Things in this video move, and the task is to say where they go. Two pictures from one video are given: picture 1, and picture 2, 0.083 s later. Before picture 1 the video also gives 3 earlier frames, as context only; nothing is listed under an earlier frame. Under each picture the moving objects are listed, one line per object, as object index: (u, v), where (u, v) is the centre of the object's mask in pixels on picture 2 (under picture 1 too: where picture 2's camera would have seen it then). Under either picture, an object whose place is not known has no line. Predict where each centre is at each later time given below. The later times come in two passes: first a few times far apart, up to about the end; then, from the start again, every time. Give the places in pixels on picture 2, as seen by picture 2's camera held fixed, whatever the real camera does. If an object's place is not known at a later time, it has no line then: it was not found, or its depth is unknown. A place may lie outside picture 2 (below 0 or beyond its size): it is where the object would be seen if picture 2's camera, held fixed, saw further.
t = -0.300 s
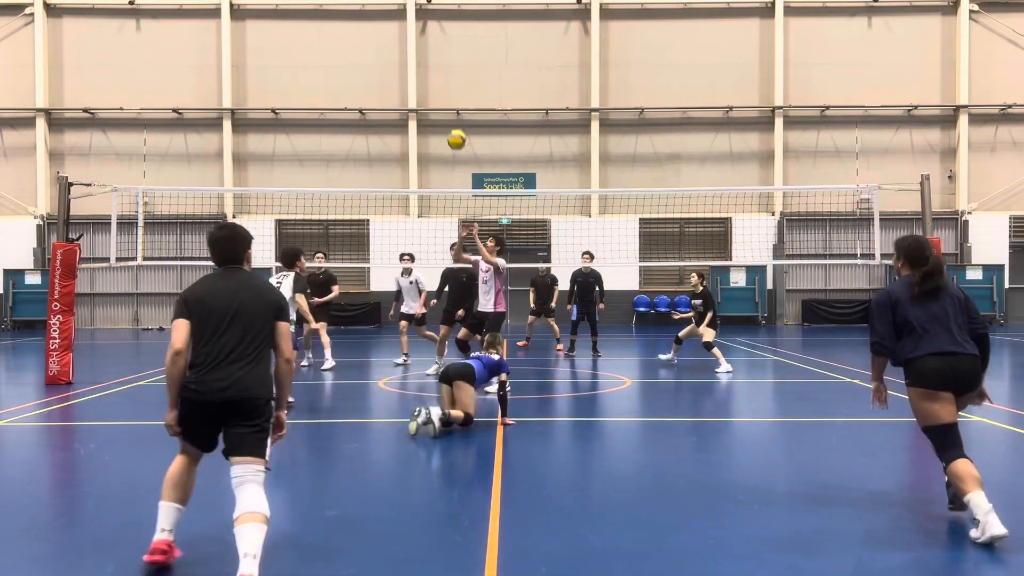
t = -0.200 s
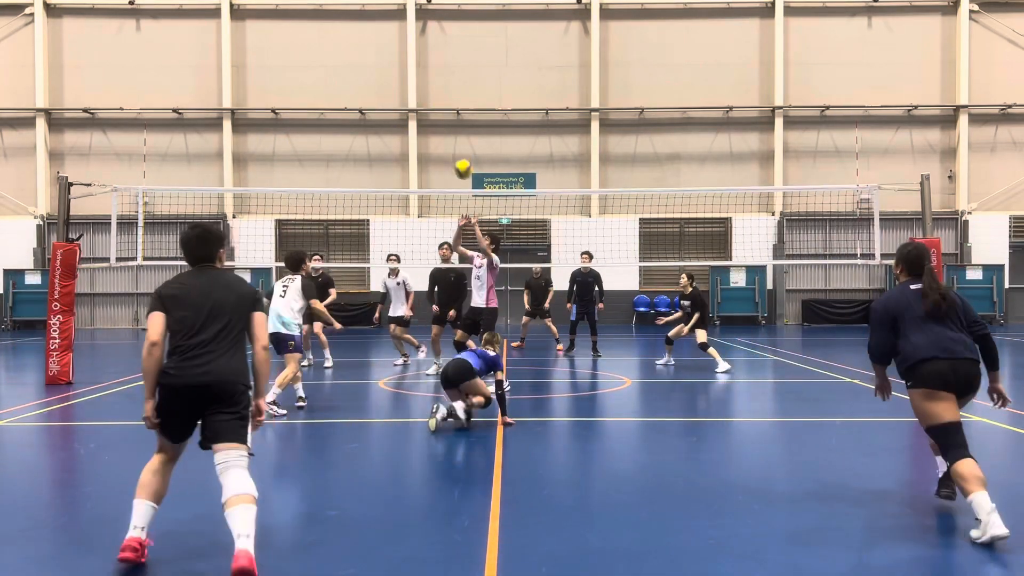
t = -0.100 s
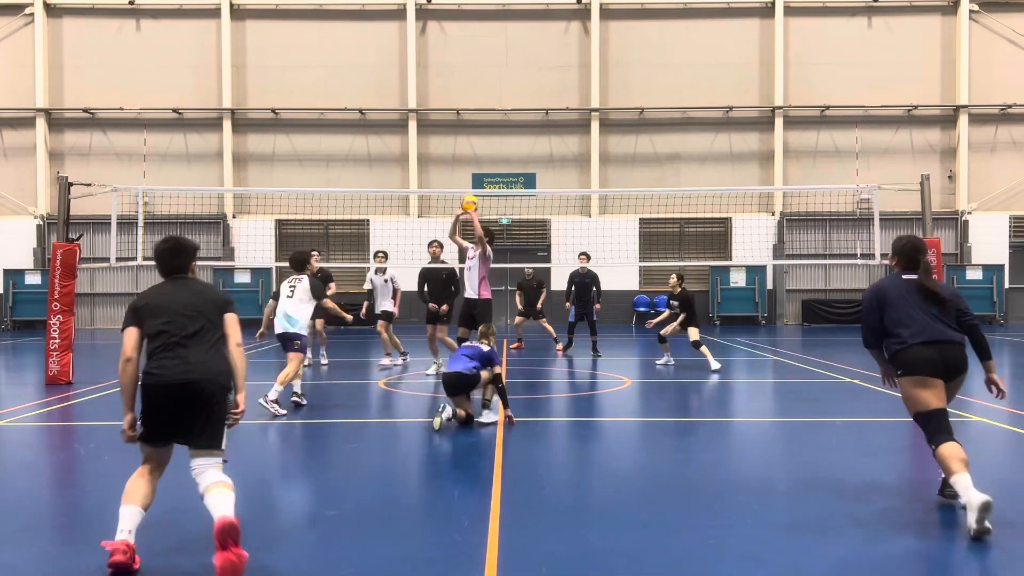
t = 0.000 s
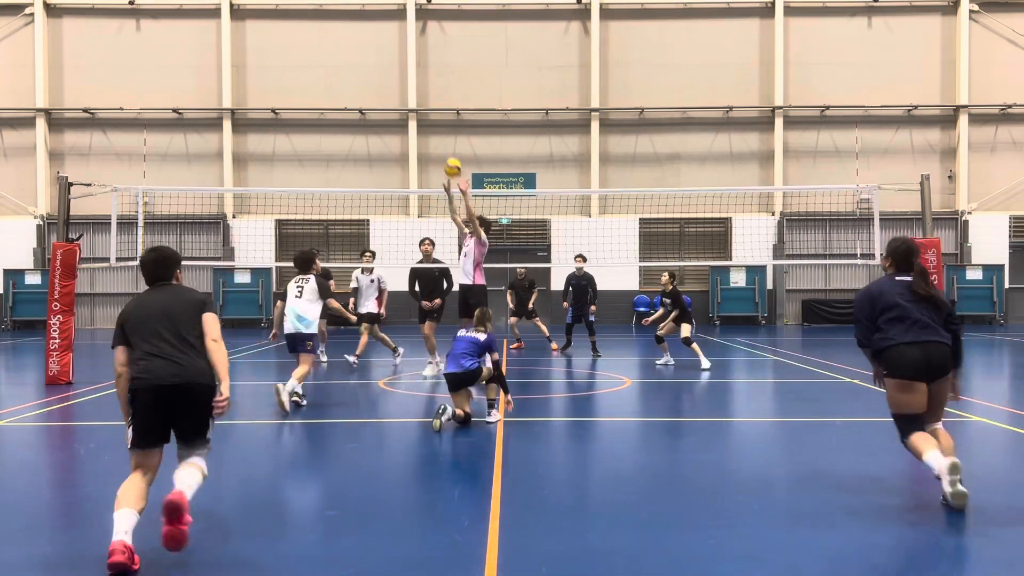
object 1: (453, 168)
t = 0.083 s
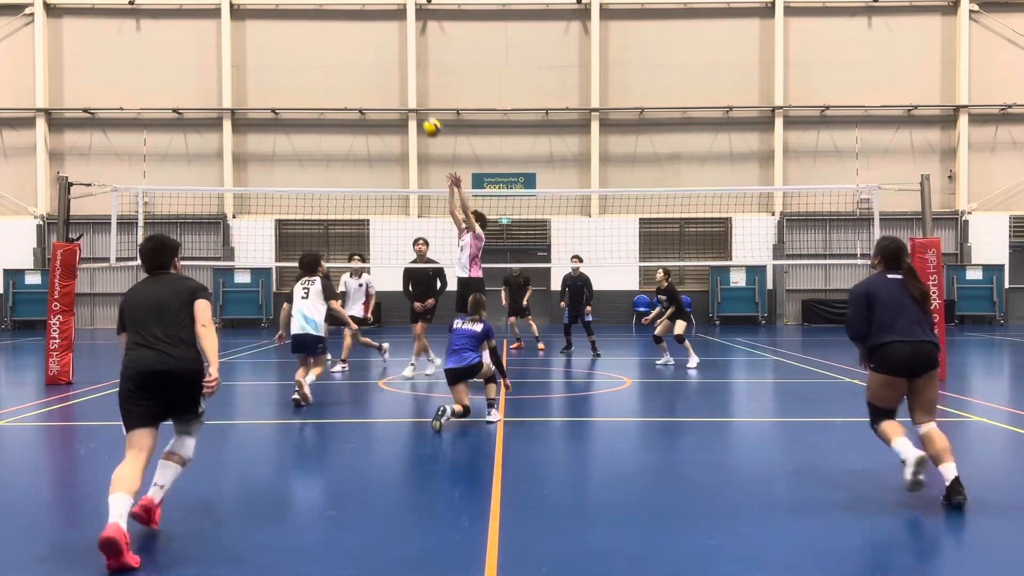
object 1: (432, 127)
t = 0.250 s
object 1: (390, 64)
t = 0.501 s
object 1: (329, 13)
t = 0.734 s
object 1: (274, 14)
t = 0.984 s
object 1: (215, 66)
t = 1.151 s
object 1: (177, 130)
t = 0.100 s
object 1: (427, 120)
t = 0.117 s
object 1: (423, 112)
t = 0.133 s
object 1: (419, 105)
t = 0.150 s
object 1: (415, 99)
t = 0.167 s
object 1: (410, 93)
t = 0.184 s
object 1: (406, 87)
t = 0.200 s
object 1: (402, 81)
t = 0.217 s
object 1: (398, 75)
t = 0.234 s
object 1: (394, 69)
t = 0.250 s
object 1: (390, 64)
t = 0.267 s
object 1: (385, 59)
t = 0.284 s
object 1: (382, 54)
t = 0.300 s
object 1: (378, 49)
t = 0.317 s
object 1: (374, 45)
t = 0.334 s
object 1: (370, 41)
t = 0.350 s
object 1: (366, 37)
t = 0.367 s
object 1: (362, 34)
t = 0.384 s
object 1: (358, 30)
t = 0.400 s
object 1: (353, 27)
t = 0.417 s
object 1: (350, 24)
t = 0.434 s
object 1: (345, 21)
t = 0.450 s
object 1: (341, 19)
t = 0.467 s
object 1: (337, 17)
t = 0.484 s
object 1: (333, 15)
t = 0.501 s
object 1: (329, 13)
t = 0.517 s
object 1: (325, 12)
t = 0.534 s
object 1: (322, 11)
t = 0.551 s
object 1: (317, 10)
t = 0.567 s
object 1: (314, 9)
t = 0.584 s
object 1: (310, 9)
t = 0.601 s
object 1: (306, 9)
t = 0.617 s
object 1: (302, 8)
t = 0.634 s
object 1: (298, 8)
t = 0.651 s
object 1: (294, 8)
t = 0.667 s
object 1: (290, 9)
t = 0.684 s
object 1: (286, 10)
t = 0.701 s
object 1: (282, 11)
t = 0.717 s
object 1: (278, 12)
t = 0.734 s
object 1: (274, 14)
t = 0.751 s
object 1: (270, 16)
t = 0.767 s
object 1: (266, 18)
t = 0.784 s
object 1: (263, 20)
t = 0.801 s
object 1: (258, 23)
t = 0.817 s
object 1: (254, 25)
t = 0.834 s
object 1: (250, 28)
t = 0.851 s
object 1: (246, 32)
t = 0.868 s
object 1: (242, 35)
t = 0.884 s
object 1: (239, 39)
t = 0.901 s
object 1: (235, 43)
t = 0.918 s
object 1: (231, 47)
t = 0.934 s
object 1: (227, 52)
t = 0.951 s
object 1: (223, 56)
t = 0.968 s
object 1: (219, 61)
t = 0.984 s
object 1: (215, 66)
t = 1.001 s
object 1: (212, 71)
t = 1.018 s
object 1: (208, 77)
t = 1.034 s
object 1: (204, 83)
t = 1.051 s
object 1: (200, 89)
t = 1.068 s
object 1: (196, 95)
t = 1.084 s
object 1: (193, 101)
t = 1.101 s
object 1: (189, 108)
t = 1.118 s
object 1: (185, 113)
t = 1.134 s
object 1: (181, 122)
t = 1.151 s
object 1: (177, 130)
